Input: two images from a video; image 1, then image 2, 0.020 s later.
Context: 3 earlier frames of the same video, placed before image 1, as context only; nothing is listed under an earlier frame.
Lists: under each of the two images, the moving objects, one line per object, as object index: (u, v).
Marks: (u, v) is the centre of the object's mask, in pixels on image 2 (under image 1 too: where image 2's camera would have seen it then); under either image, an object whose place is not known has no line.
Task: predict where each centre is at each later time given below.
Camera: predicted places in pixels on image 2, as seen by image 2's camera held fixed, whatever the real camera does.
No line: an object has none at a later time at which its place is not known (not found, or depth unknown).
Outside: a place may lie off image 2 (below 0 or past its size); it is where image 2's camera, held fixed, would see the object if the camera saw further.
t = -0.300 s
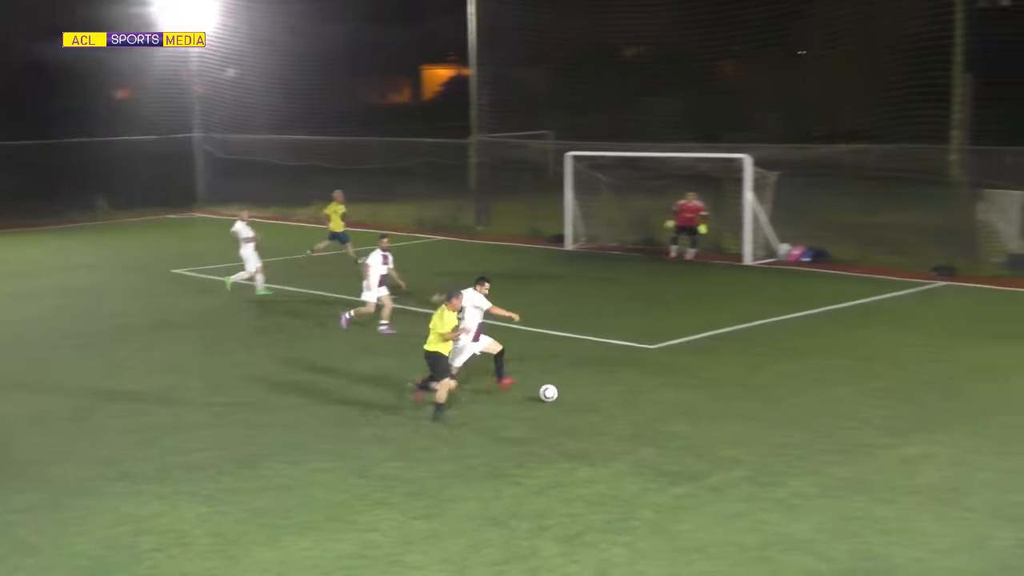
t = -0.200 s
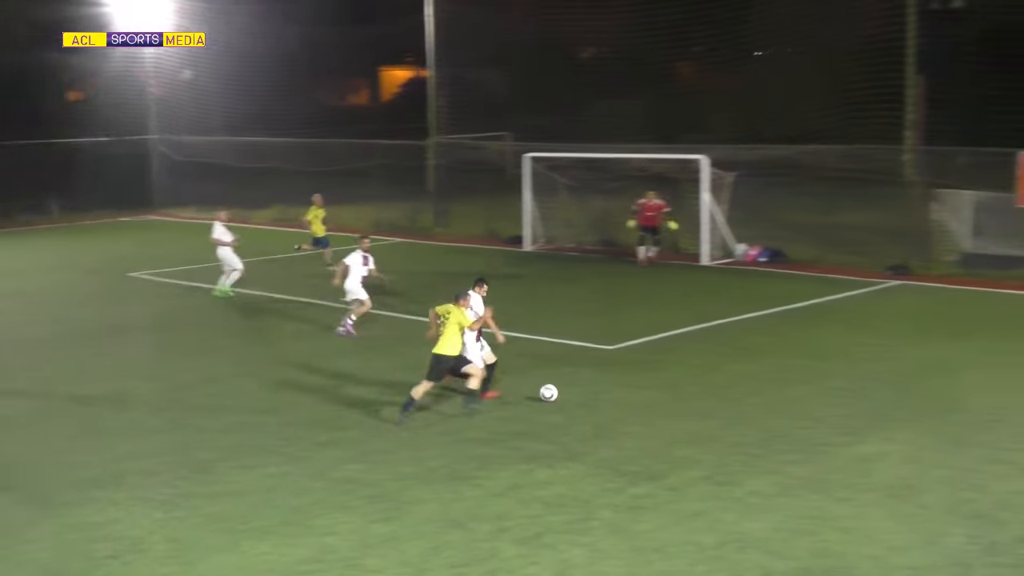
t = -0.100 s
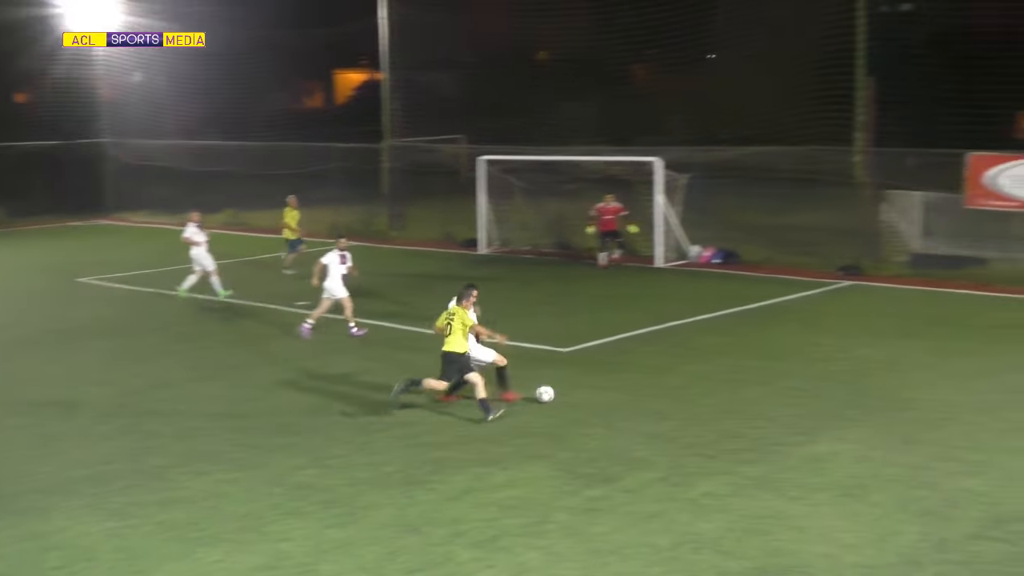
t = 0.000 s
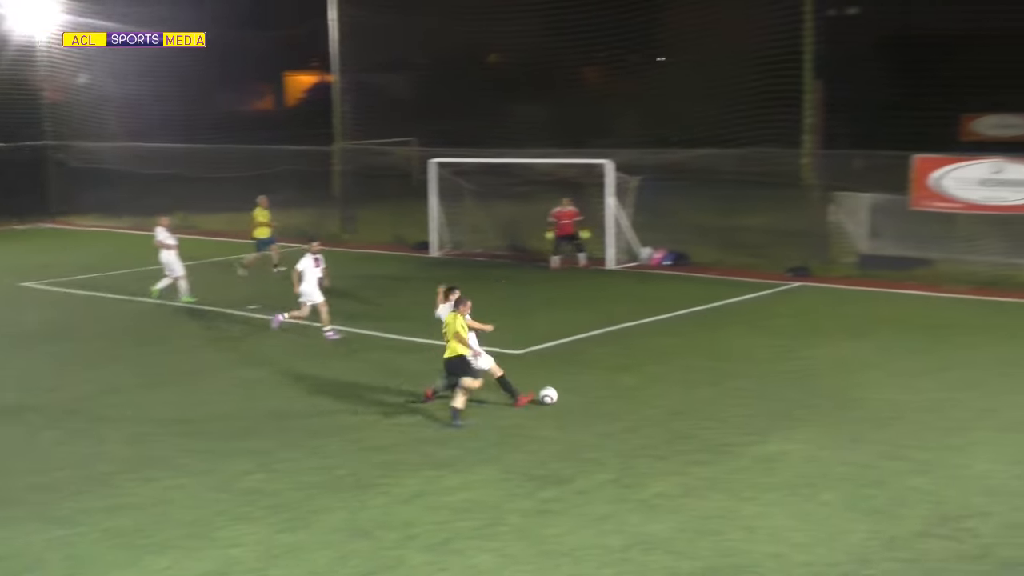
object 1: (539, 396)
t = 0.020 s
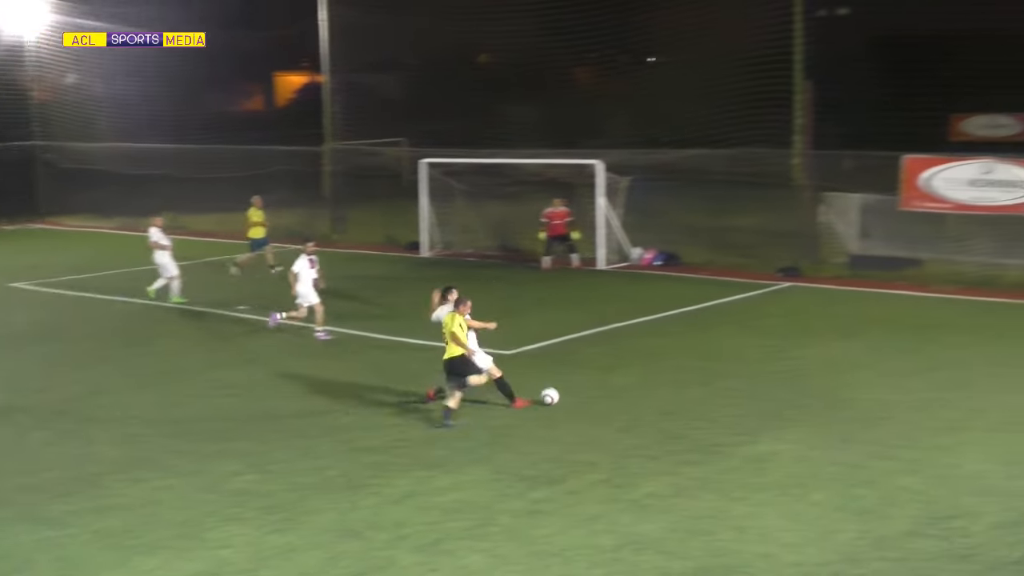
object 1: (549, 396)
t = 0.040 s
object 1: (560, 397)
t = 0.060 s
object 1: (571, 397)
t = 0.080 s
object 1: (582, 397)
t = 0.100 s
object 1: (593, 396)
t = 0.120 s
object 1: (603, 397)
